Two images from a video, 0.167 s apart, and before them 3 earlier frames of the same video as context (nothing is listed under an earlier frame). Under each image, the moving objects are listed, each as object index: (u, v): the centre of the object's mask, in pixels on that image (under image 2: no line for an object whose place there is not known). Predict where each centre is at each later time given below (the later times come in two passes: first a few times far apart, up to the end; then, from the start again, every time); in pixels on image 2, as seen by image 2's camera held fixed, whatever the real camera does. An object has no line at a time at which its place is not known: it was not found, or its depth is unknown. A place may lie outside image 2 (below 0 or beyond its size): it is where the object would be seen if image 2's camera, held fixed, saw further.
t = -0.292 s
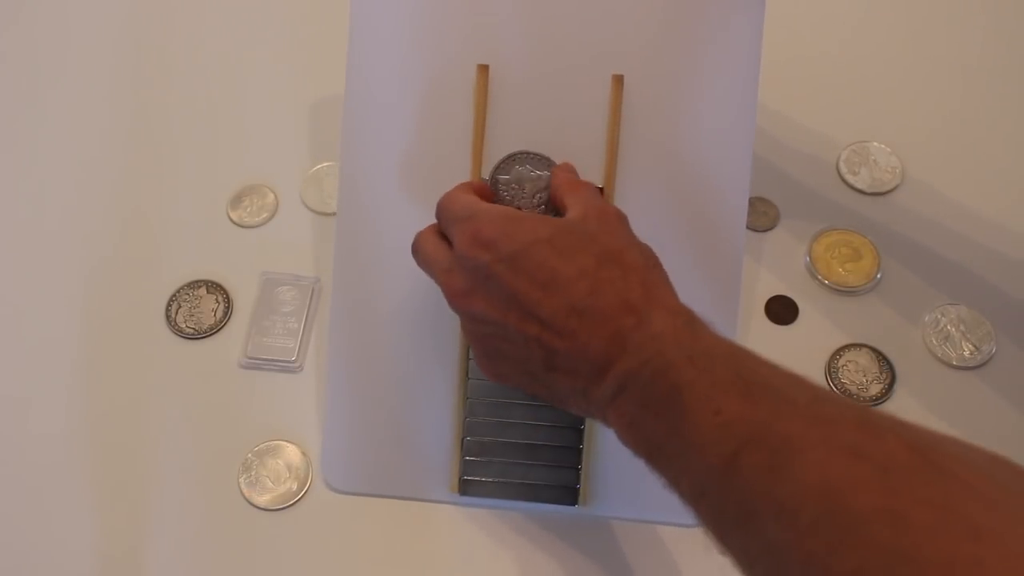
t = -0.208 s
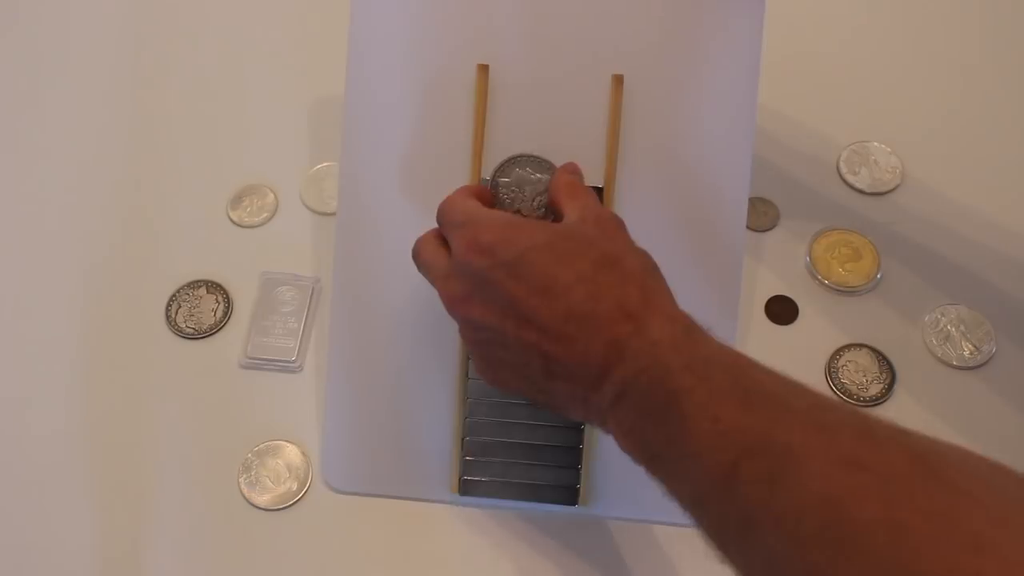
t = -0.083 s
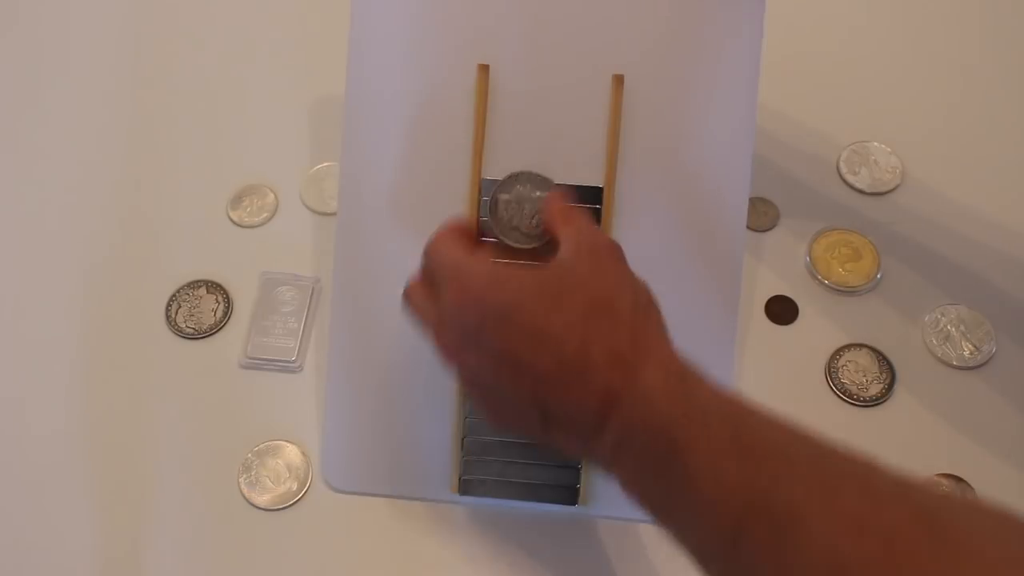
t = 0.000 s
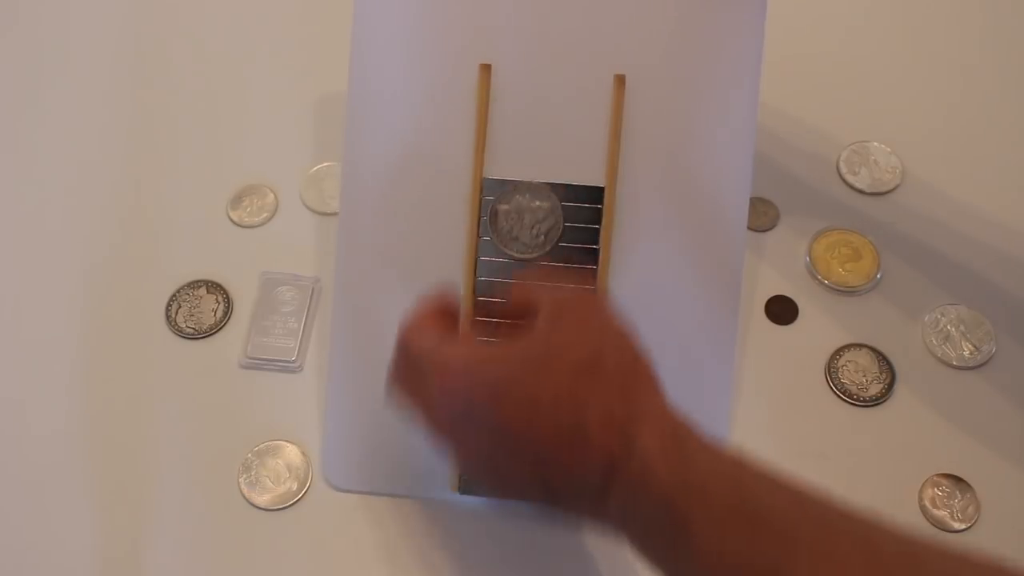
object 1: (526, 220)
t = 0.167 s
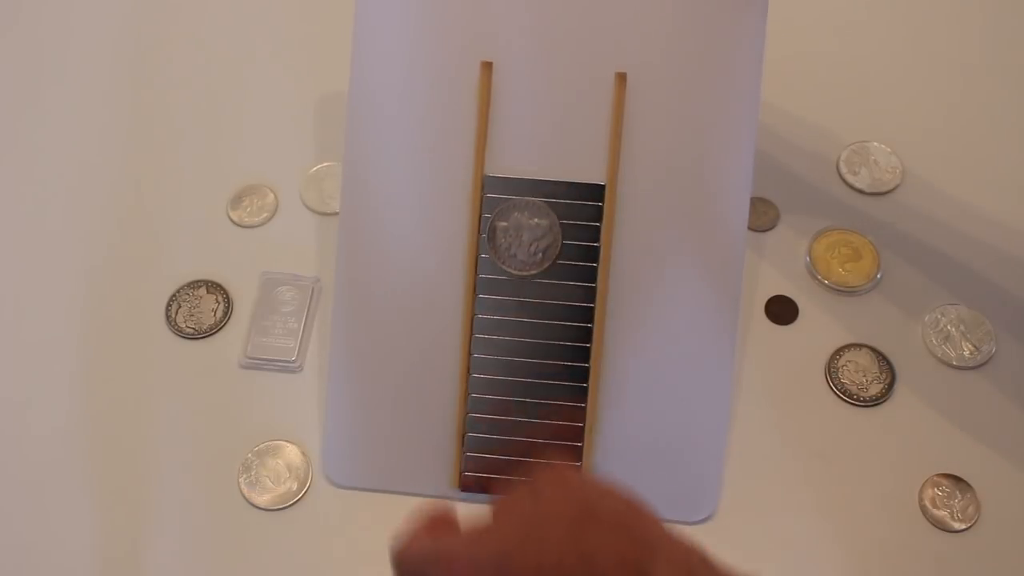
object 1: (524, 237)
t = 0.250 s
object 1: (522, 244)
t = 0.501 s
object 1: (516, 274)
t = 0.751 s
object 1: (512, 302)
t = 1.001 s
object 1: (509, 330)
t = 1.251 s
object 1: (507, 360)
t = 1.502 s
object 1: (504, 389)
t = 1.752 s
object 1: (501, 421)
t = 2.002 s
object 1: (498, 454)
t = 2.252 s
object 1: (497, 488)
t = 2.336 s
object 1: (496, 499)
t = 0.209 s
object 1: (523, 240)
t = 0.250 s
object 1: (522, 244)
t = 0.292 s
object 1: (521, 249)
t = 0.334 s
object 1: (520, 254)
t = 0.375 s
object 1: (519, 258)
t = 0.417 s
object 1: (518, 264)
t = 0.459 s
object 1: (517, 269)
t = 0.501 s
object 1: (516, 274)
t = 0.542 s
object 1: (516, 278)
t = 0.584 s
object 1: (515, 284)
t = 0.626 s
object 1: (515, 288)
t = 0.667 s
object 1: (514, 294)
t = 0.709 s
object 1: (513, 298)
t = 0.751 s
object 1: (512, 302)
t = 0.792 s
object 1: (511, 307)
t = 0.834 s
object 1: (510, 311)
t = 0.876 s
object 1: (510, 315)
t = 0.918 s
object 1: (510, 320)
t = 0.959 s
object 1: (510, 325)
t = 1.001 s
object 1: (509, 330)
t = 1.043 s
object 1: (509, 336)
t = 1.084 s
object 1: (508, 340)
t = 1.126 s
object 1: (507, 346)
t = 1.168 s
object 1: (507, 351)
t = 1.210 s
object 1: (507, 356)
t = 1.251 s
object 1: (507, 360)
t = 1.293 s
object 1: (506, 365)
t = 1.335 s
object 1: (506, 370)
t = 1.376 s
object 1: (505, 374)
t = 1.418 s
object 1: (505, 379)
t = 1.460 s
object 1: (504, 385)
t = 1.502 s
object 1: (504, 389)
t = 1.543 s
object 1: (504, 395)
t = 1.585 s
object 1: (503, 399)
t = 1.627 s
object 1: (503, 404)
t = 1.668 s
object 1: (502, 410)
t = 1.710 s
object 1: (502, 416)
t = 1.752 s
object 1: (501, 421)
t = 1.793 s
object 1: (501, 427)
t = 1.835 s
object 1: (501, 433)
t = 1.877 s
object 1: (500, 438)
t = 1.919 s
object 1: (499, 443)
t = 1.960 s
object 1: (499, 449)
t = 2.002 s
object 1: (498, 454)
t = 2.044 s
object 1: (498, 460)
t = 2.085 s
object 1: (497, 465)
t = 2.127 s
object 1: (497, 473)
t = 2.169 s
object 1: (497, 479)
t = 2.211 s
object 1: (497, 483)
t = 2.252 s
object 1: (497, 488)
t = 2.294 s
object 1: (497, 494)
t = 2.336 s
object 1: (496, 499)
